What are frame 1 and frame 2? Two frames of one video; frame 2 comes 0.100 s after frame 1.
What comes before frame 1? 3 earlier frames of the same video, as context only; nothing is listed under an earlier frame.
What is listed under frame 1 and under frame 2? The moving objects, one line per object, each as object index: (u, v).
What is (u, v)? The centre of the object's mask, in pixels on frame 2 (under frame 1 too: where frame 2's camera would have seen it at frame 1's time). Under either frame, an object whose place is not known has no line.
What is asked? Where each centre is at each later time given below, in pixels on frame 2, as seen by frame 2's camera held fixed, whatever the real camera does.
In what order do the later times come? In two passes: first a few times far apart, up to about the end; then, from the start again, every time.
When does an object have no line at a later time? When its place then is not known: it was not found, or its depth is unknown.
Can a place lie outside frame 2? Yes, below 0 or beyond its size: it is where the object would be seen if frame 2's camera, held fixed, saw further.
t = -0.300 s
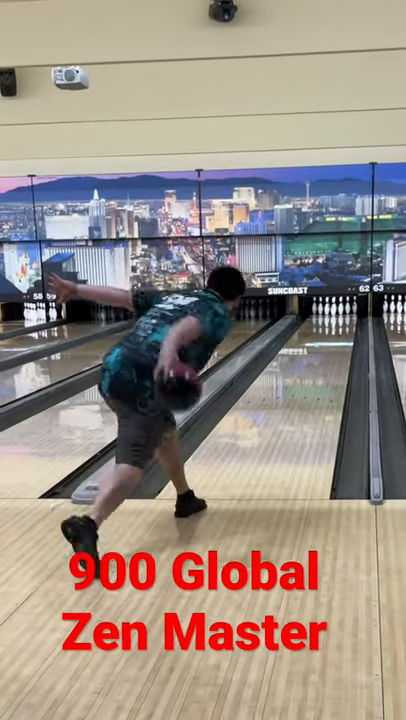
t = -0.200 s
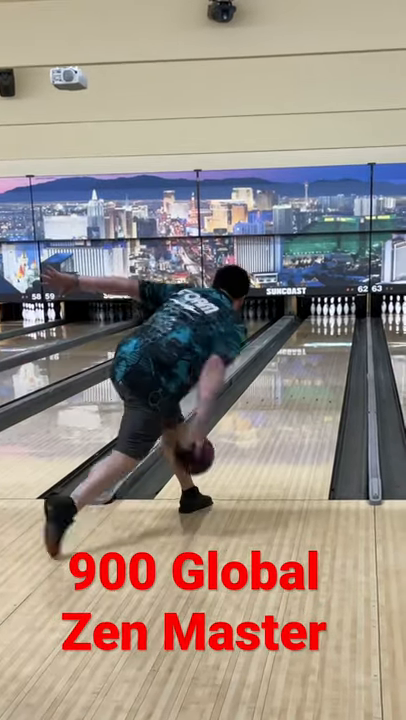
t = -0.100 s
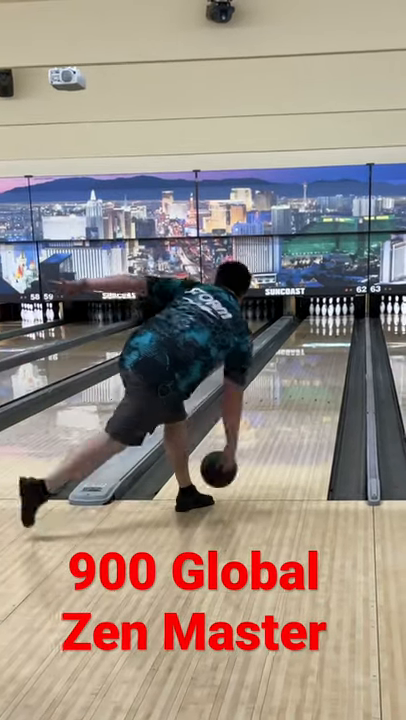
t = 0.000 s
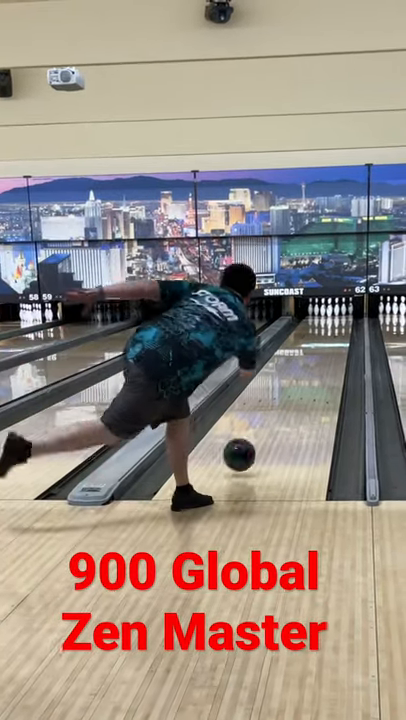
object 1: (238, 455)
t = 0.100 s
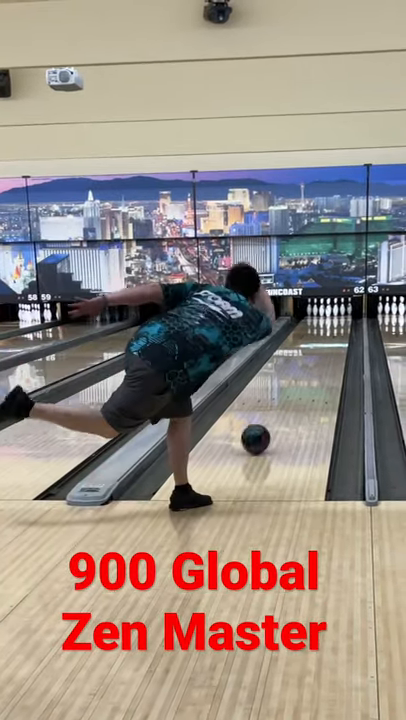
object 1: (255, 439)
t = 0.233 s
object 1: (274, 416)
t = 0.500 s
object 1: (299, 385)
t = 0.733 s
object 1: (314, 366)
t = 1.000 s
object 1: (327, 350)
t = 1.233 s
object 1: (334, 338)
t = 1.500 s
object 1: (338, 330)
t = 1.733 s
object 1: (340, 323)
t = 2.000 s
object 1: (337, 317)
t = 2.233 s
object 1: (331, 313)
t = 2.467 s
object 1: (328, 311)
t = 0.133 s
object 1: (260, 433)
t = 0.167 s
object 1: (265, 427)
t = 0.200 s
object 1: (270, 422)
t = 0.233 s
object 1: (274, 416)
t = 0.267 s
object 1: (277, 412)
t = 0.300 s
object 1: (281, 407)
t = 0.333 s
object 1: (285, 403)
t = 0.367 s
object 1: (288, 399)
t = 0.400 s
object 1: (291, 395)
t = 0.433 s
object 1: (296, 392)
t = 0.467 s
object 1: (297, 389)
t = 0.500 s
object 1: (299, 385)
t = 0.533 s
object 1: (302, 382)
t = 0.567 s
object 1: (304, 379)
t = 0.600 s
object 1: (306, 376)
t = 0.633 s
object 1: (309, 373)
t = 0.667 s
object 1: (311, 371)
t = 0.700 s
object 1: (313, 368)
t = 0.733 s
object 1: (314, 366)
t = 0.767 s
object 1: (316, 364)
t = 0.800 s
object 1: (318, 361)
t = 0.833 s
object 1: (320, 359)
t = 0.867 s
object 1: (321, 357)
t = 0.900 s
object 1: (323, 356)
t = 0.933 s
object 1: (324, 354)
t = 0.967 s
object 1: (325, 352)
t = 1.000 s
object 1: (327, 350)
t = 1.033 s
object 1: (328, 348)
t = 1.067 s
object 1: (329, 346)
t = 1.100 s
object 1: (330, 345)
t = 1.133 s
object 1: (331, 343)
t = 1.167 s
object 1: (333, 342)
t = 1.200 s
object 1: (334, 340)
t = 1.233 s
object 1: (334, 338)
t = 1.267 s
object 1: (335, 338)
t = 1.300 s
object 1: (335, 336)
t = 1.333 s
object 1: (336, 335)
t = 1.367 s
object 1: (337, 334)
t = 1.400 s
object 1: (338, 333)
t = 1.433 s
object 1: (338, 332)
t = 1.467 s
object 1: (338, 331)
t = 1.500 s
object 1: (338, 330)
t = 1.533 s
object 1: (339, 329)
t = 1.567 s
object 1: (339, 327)
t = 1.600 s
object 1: (340, 326)
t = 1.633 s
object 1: (340, 326)
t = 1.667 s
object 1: (339, 325)
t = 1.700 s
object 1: (339, 324)
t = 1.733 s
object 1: (340, 323)
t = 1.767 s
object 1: (340, 322)
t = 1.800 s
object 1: (340, 321)
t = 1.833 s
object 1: (340, 321)
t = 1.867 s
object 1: (338, 320)
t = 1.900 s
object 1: (338, 319)
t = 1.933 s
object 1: (338, 318)
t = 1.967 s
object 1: (337, 318)
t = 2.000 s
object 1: (337, 317)
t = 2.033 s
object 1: (336, 316)
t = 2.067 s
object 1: (335, 316)
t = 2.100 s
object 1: (334, 315)
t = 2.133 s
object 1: (334, 315)
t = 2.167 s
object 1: (333, 314)
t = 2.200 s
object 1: (332, 314)
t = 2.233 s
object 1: (331, 313)
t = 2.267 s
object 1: (330, 313)
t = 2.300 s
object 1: (330, 312)
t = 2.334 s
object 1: (330, 312)
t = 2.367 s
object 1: (329, 311)
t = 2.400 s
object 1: (329, 310)
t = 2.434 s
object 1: (328, 311)
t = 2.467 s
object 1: (328, 311)
